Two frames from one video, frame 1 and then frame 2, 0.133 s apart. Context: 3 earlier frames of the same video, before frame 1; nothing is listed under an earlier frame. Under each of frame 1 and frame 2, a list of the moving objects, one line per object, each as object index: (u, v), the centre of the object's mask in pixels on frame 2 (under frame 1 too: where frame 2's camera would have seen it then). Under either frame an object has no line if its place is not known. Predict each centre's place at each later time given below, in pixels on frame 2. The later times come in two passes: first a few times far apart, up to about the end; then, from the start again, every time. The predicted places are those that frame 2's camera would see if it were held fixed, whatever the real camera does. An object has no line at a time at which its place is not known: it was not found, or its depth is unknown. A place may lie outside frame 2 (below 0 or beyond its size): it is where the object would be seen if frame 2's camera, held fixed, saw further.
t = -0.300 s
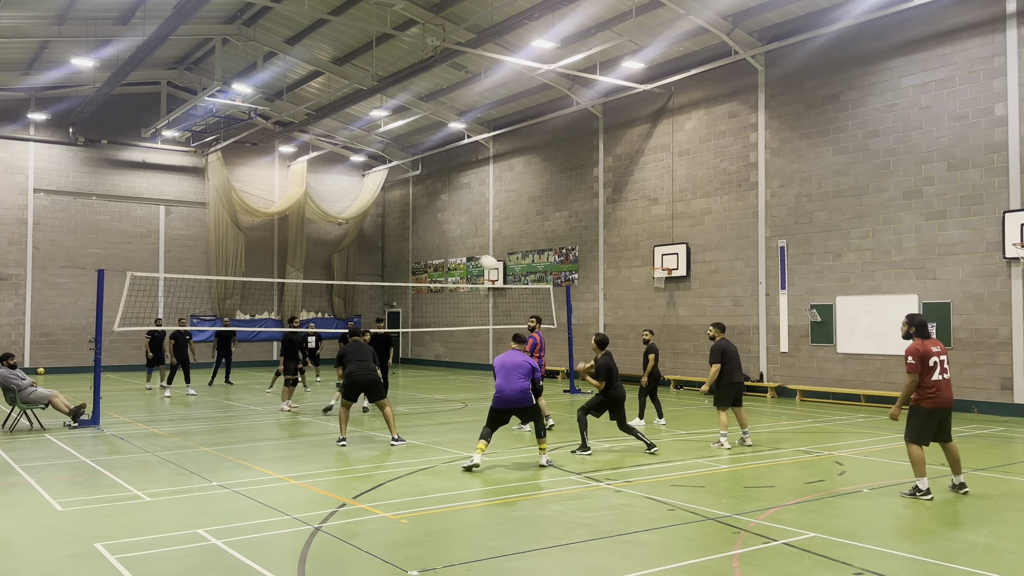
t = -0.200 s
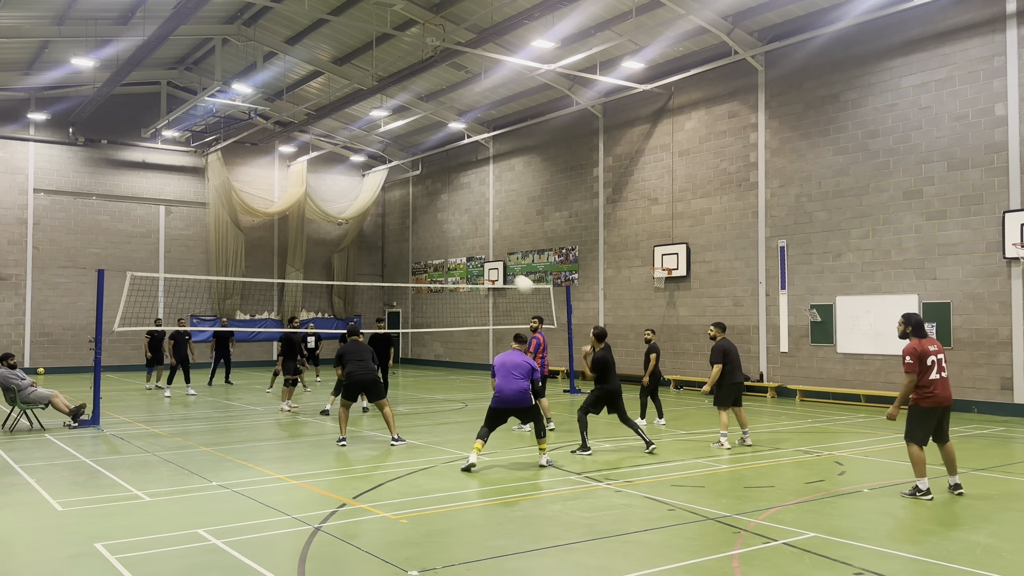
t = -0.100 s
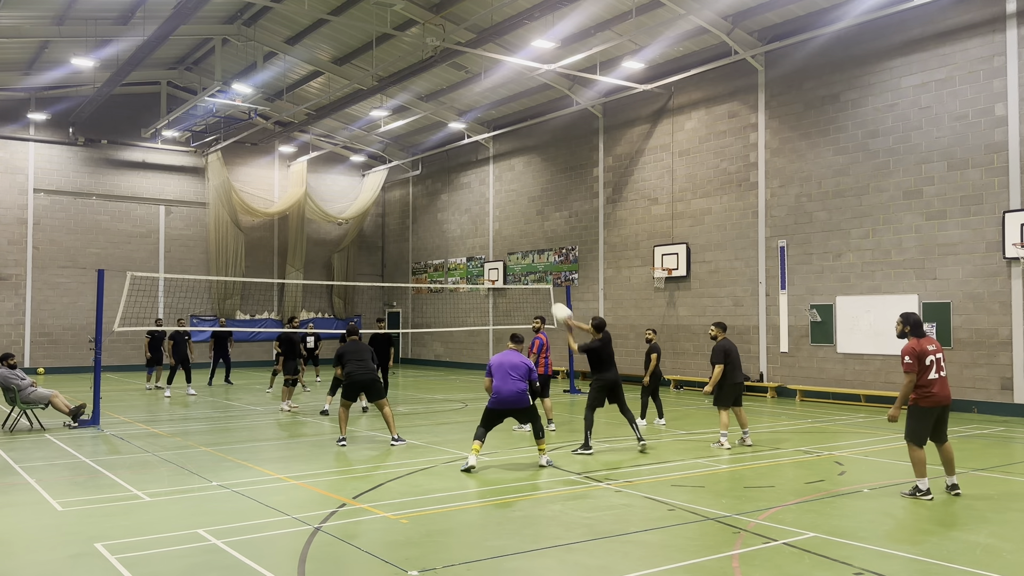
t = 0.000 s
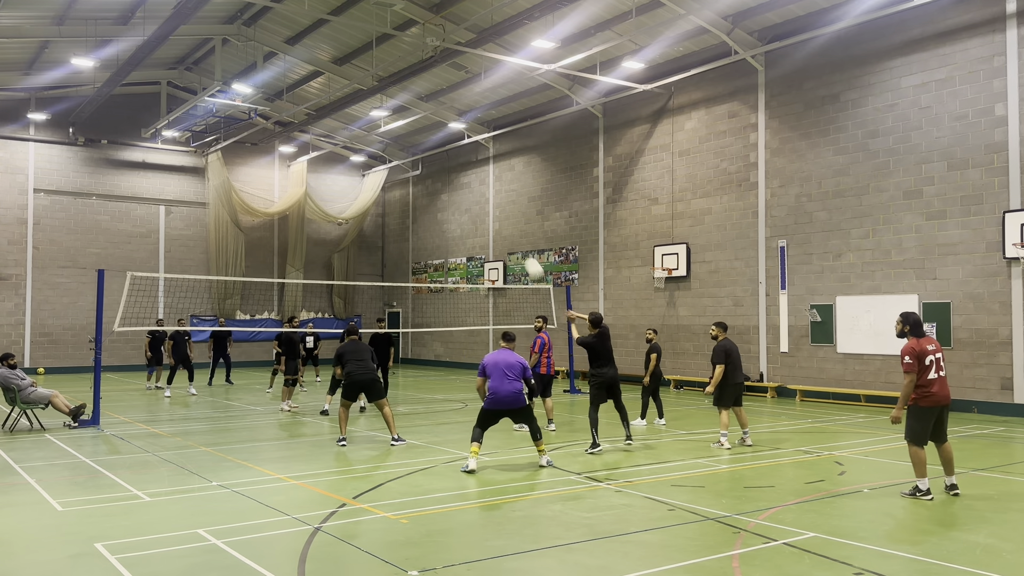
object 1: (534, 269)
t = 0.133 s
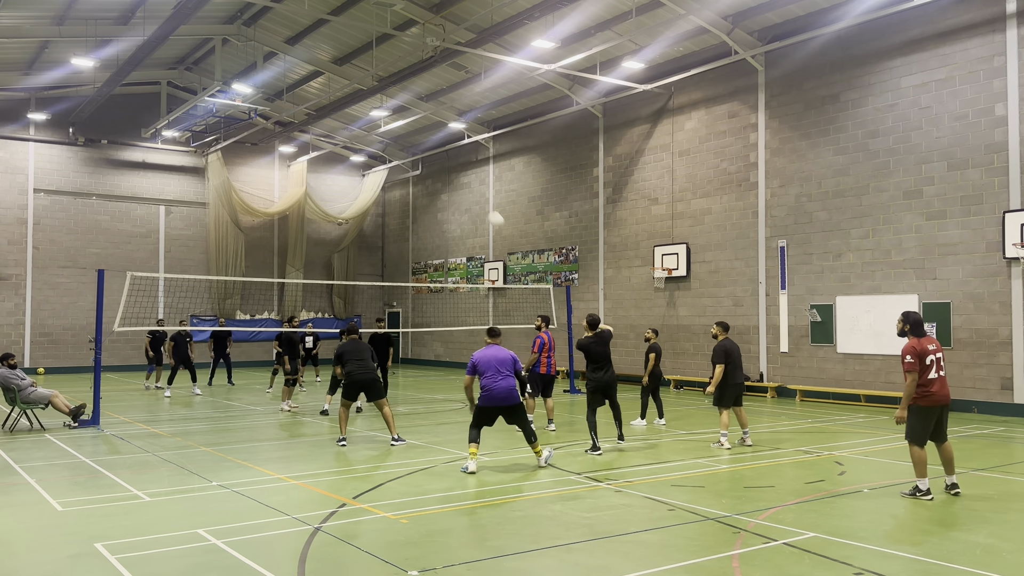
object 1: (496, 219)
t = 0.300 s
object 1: (458, 185)
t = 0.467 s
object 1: (429, 176)
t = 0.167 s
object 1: (487, 209)
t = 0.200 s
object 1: (479, 202)
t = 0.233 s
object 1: (472, 195)
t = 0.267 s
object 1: (465, 189)
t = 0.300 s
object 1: (458, 185)
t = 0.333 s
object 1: (451, 182)
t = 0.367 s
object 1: (445, 180)
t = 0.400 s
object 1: (439, 178)
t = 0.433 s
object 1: (434, 177)
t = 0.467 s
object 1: (429, 176)
